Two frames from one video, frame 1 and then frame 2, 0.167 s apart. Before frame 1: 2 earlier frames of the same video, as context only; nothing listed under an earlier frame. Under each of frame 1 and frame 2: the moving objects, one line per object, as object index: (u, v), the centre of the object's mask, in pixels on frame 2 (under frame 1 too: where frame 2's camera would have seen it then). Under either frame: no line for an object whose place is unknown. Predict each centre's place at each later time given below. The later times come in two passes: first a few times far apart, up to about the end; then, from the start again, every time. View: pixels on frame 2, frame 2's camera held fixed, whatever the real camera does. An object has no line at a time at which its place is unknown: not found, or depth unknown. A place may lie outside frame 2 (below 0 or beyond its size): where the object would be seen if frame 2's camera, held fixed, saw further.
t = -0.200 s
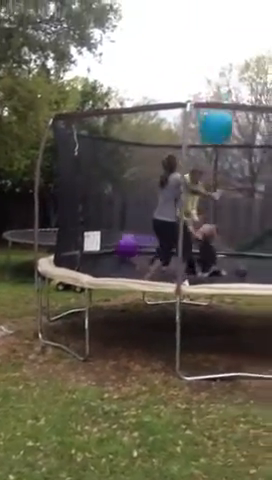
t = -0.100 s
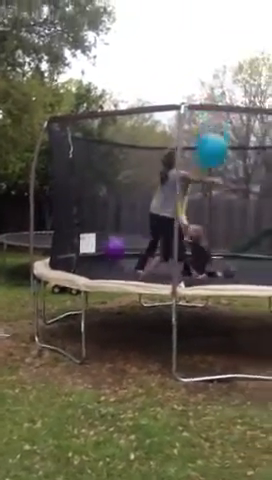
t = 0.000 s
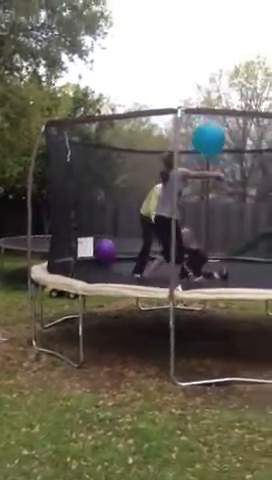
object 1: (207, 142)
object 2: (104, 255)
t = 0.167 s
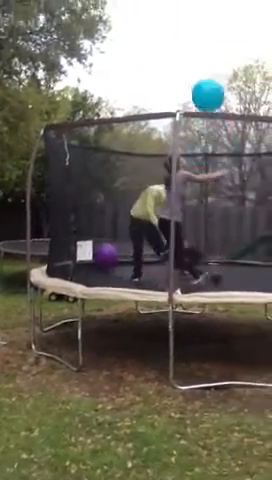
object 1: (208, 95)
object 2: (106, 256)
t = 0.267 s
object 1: (207, 76)
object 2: (107, 258)
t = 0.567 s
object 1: (208, 63)
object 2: (115, 260)
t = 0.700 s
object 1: (208, 78)
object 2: (117, 262)
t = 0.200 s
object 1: (208, 88)
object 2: (106, 257)
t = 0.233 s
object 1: (207, 81)
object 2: (107, 258)
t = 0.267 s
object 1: (207, 76)
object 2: (107, 258)
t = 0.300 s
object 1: (207, 71)
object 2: (108, 258)
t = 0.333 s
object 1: (208, 67)
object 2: (109, 257)
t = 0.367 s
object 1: (208, 64)
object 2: (111, 258)
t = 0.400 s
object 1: (208, 62)
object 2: (111, 259)
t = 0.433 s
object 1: (208, 61)
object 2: (112, 260)
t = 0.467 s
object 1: (208, 60)
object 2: (112, 259)
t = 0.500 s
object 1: (208, 60)
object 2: (115, 260)
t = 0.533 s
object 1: (208, 61)
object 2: (114, 260)
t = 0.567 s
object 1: (208, 63)
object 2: (115, 260)
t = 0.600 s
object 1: (208, 65)
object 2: (116, 261)
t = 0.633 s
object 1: (208, 69)
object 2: (116, 261)
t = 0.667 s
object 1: (208, 73)
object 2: (116, 261)
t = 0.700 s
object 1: (208, 78)
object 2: (117, 262)
